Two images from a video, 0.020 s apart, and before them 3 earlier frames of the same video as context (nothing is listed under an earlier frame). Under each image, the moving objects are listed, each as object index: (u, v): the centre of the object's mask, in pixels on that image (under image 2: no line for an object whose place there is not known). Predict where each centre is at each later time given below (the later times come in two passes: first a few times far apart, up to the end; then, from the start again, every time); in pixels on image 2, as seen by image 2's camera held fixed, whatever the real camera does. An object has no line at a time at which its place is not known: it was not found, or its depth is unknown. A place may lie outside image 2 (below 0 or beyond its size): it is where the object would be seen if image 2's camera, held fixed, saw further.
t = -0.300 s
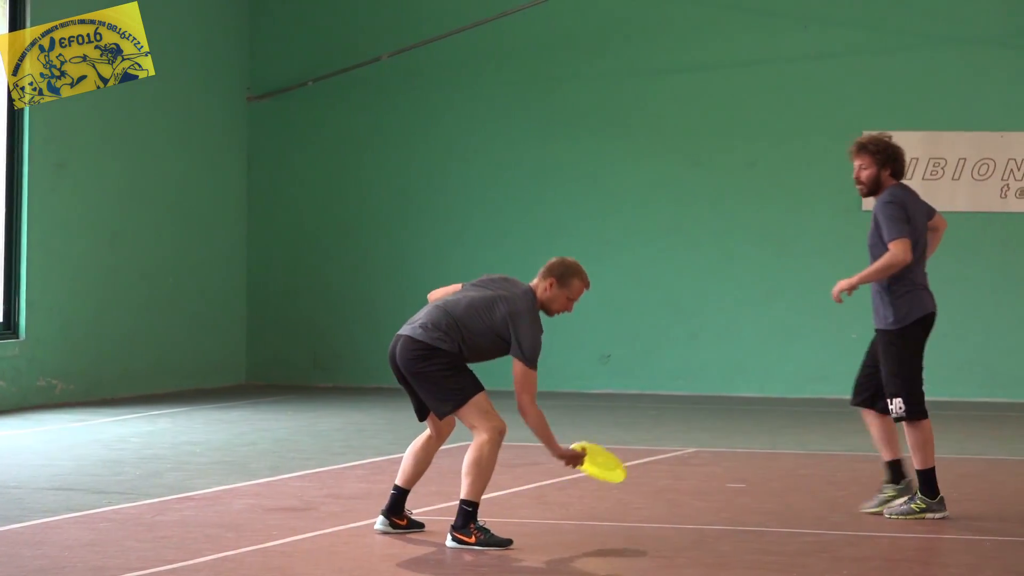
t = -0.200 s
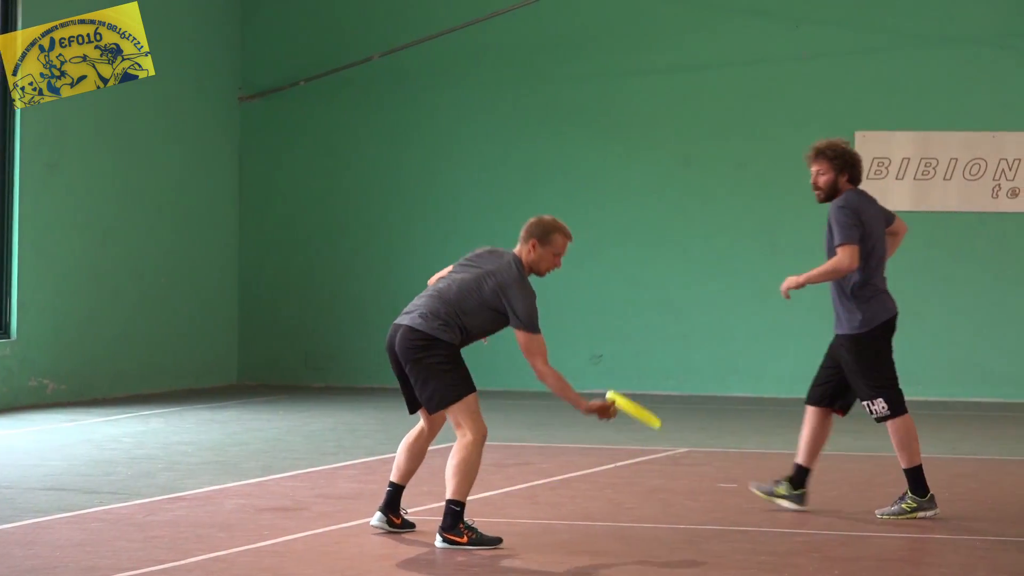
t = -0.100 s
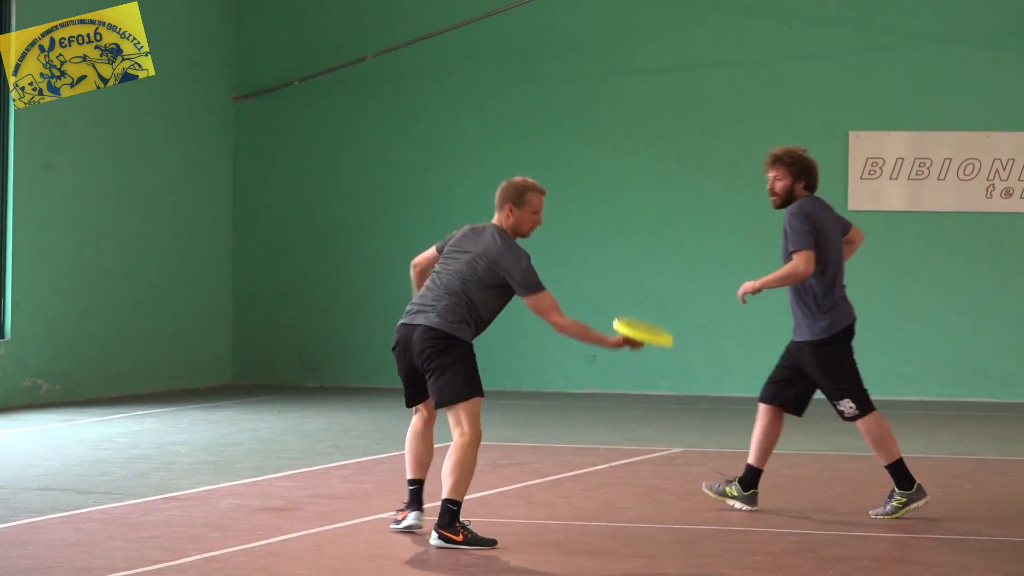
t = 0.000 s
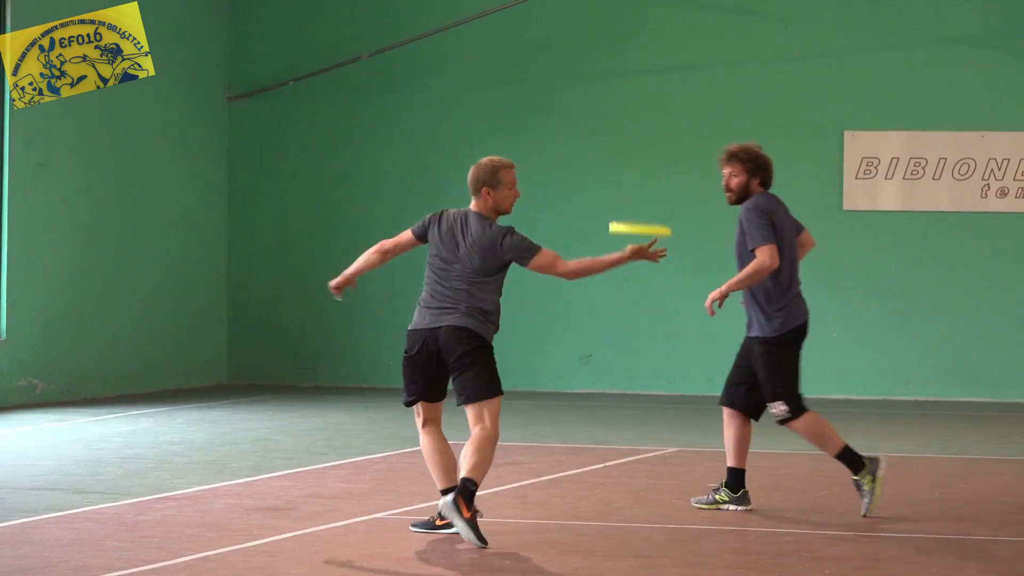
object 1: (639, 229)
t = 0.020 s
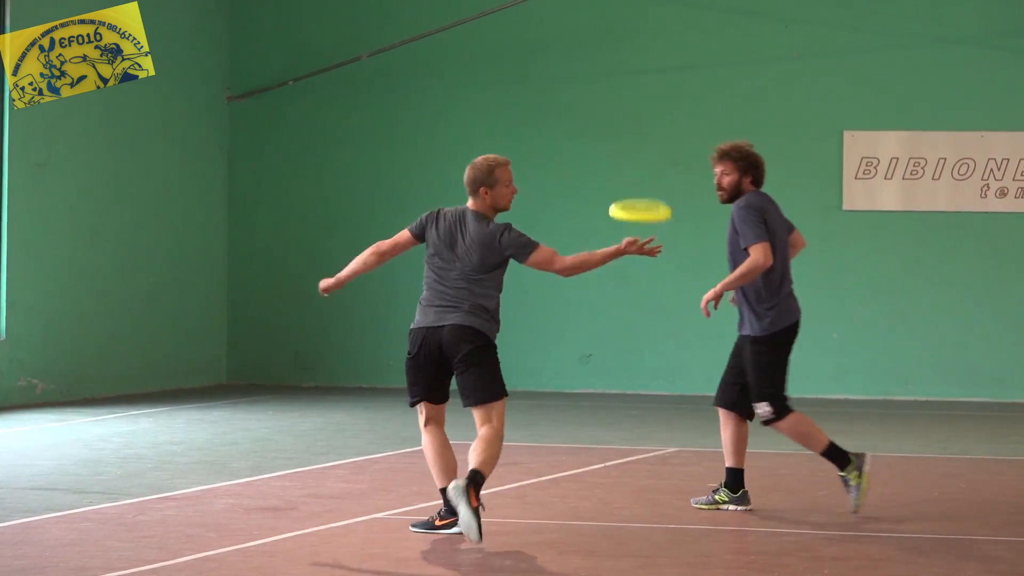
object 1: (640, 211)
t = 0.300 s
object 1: (644, 63)
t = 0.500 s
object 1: (649, 64)
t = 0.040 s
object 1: (641, 194)
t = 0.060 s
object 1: (640, 178)
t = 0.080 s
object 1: (639, 163)
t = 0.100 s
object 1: (641, 148)
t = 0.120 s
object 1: (642, 136)
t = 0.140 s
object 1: (642, 125)
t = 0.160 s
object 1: (640, 113)
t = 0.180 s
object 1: (641, 103)
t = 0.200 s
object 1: (643, 94)
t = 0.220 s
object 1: (643, 87)
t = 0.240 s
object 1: (642, 79)
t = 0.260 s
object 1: (642, 72)
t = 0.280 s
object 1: (644, 67)
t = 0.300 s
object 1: (644, 63)
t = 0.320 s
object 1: (645, 59)
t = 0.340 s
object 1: (645, 56)
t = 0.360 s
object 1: (646, 54)
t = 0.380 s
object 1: (647, 53)
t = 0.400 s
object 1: (648, 53)
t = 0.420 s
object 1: (648, 54)
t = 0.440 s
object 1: (648, 55)
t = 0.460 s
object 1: (648, 58)
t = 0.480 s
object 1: (649, 60)
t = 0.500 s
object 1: (649, 64)
